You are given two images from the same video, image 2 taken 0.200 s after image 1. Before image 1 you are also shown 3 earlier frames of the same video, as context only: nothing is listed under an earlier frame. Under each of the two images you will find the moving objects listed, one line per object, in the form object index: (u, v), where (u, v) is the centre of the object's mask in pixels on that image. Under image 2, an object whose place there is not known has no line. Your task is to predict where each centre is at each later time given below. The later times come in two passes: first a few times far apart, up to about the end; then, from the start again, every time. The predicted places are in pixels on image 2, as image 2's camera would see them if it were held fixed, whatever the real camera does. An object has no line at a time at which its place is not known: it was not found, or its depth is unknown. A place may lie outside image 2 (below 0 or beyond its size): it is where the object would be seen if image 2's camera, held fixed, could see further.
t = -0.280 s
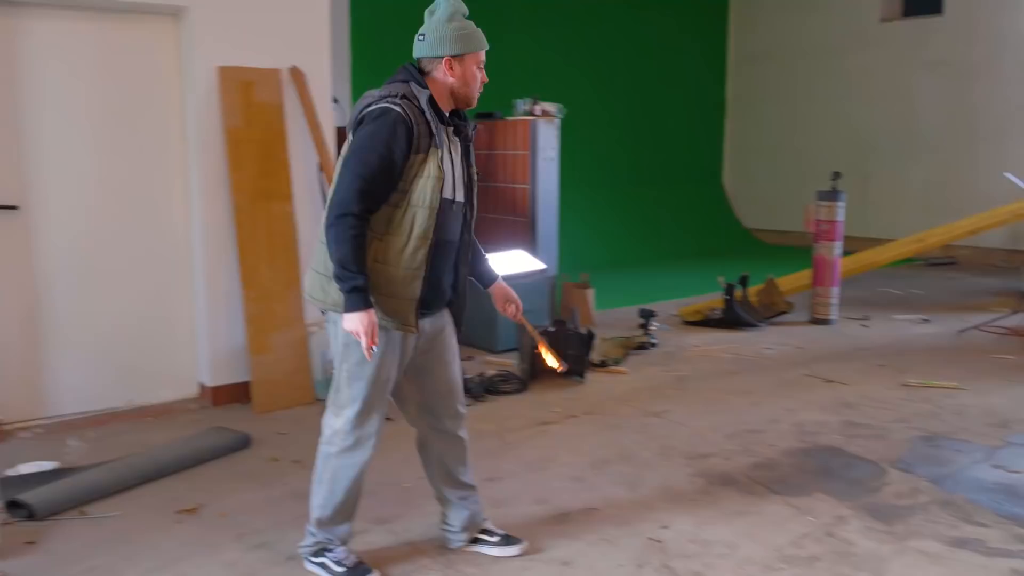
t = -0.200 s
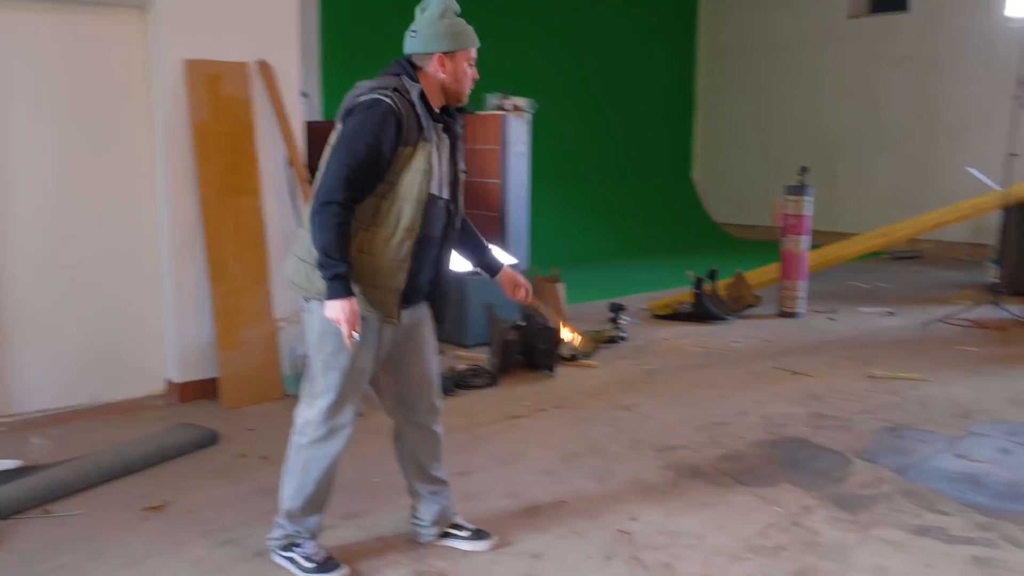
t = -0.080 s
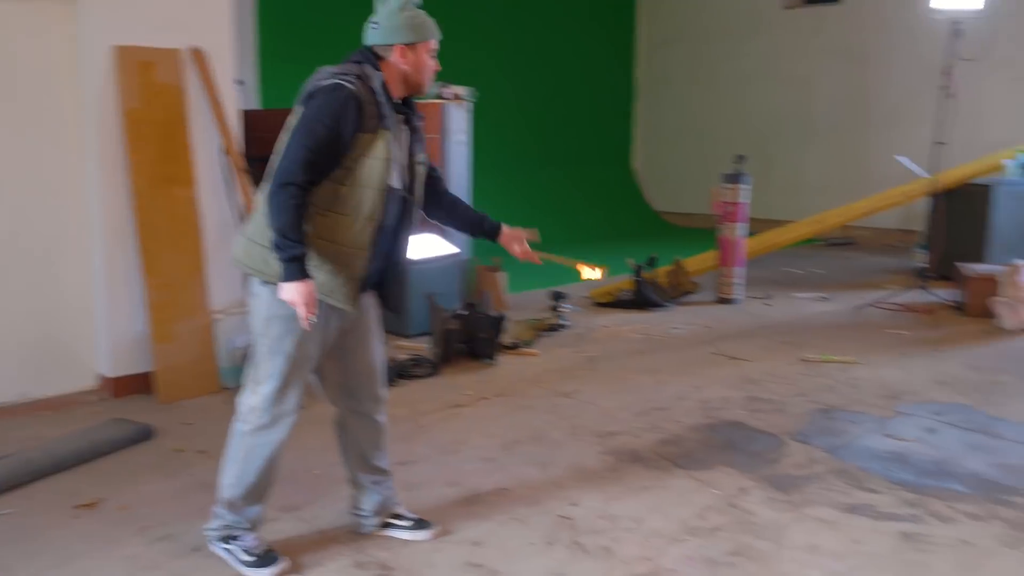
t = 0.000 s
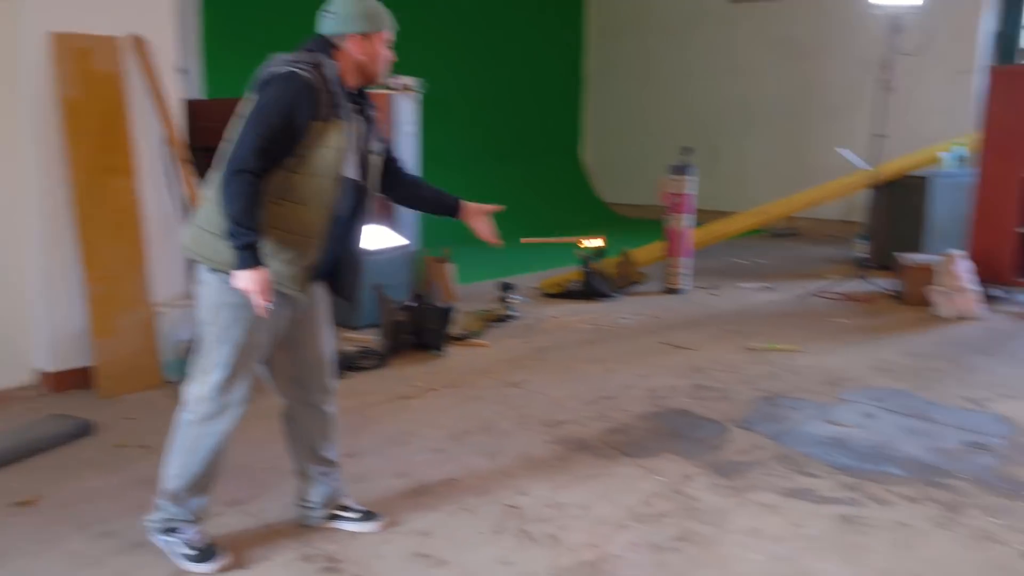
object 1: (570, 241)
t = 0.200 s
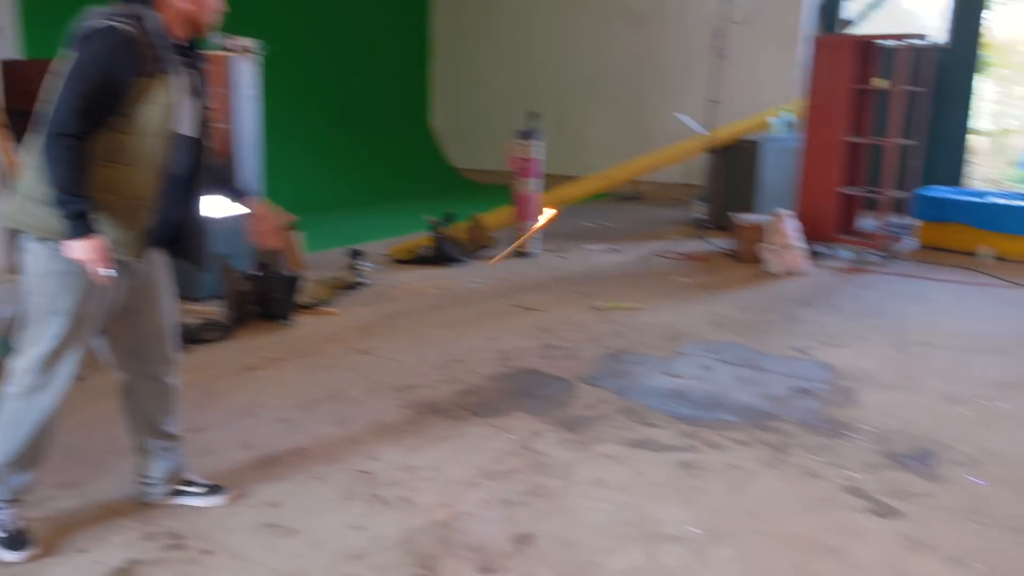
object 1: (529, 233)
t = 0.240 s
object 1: (545, 251)
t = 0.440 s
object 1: (635, 349)
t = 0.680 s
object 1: (747, 367)
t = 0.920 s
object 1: (798, 361)
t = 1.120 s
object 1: (804, 362)
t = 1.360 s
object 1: (806, 361)
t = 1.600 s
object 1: (814, 358)
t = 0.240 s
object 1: (545, 251)
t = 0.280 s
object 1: (561, 271)
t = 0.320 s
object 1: (577, 294)
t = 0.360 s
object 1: (593, 320)
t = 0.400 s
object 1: (608, 349)
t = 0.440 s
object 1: (635, 349)
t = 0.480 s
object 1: (661, 354)
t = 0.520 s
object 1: (685, 366)
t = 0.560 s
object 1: (702, 374)
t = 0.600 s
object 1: (722, 369)
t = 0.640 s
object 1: (733, 369)
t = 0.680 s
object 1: (747, 367)
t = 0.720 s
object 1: (761, 366)
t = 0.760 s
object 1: (771, 365)
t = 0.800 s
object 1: (781, 364)
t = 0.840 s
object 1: (788, 364)
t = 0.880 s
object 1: (794, 362)
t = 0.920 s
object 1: (798, 361)
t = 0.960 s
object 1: (802, 362)
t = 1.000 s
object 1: (802, 363)
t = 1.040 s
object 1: (804, 363)
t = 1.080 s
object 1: (803, 363)
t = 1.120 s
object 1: (804, 362)
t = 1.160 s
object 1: (807, 361)
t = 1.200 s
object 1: (809, 361)
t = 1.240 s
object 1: (807, 361)
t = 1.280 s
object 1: (810, 361)
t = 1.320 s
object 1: (809, 361)
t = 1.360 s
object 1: (806, 361)
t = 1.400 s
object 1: (806, 361)
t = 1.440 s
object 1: (807, 361)
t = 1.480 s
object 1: (812, 360)
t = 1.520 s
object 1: (814, 359)
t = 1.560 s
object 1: (814, 359)
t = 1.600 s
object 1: (814, 358)
